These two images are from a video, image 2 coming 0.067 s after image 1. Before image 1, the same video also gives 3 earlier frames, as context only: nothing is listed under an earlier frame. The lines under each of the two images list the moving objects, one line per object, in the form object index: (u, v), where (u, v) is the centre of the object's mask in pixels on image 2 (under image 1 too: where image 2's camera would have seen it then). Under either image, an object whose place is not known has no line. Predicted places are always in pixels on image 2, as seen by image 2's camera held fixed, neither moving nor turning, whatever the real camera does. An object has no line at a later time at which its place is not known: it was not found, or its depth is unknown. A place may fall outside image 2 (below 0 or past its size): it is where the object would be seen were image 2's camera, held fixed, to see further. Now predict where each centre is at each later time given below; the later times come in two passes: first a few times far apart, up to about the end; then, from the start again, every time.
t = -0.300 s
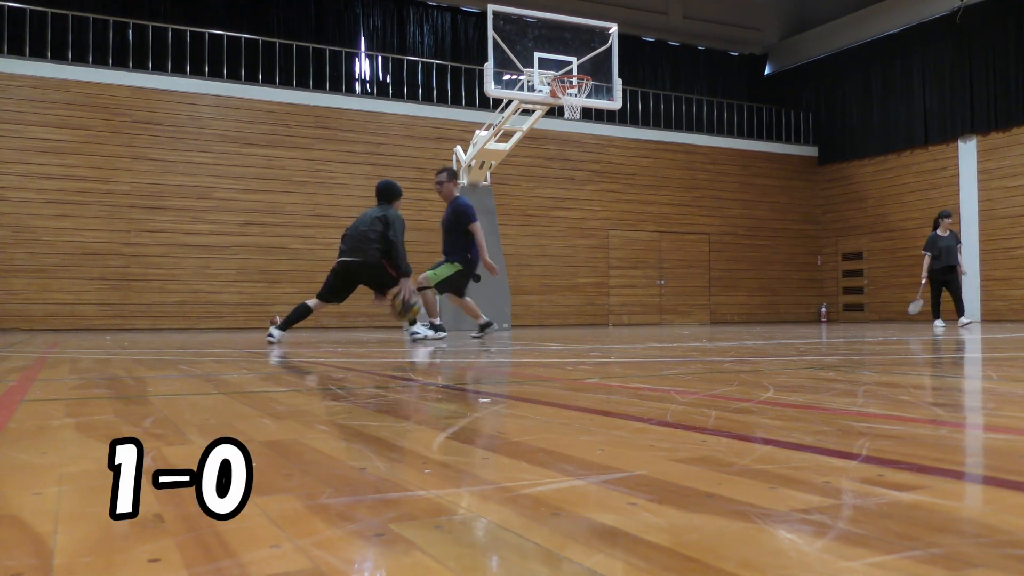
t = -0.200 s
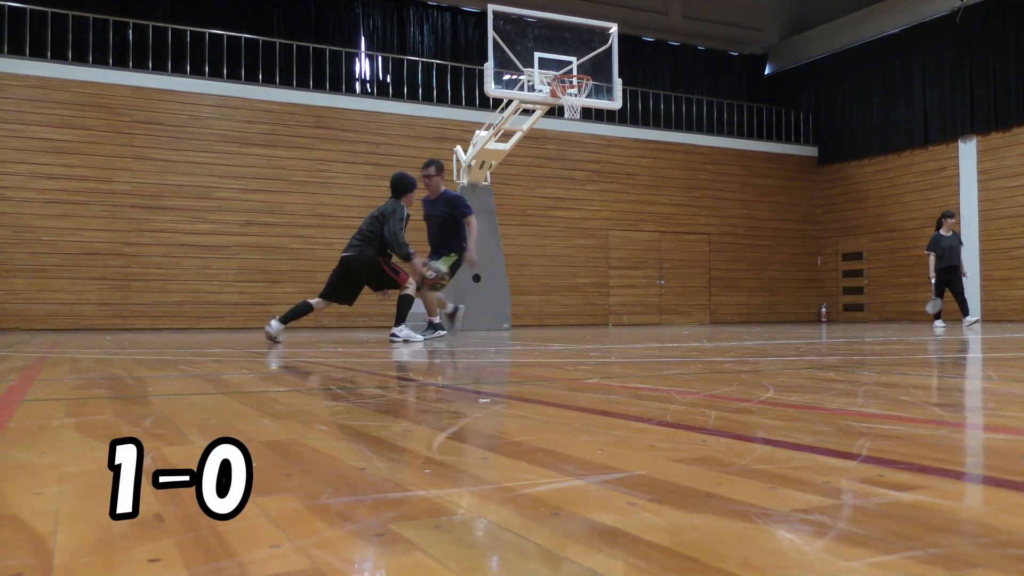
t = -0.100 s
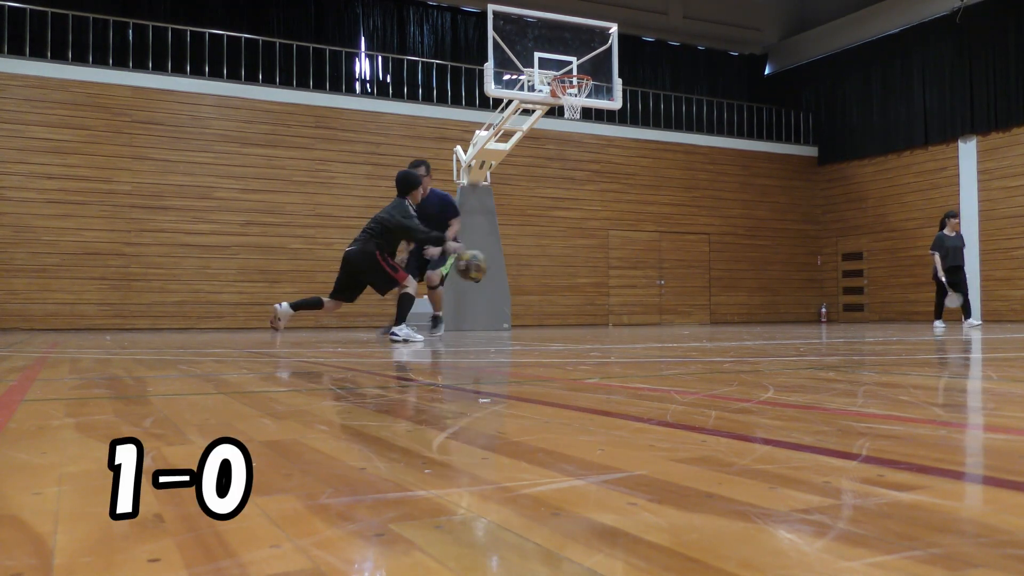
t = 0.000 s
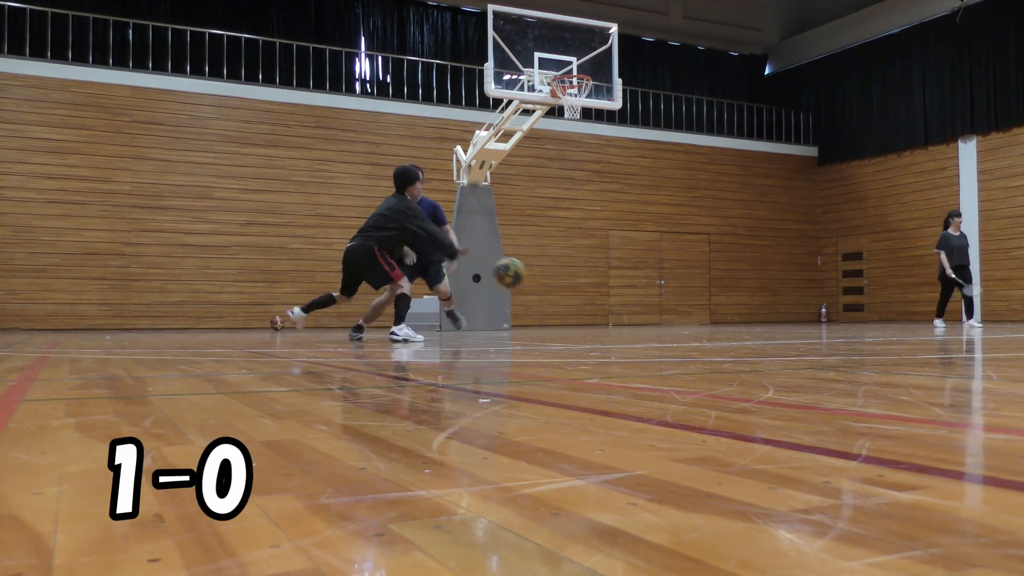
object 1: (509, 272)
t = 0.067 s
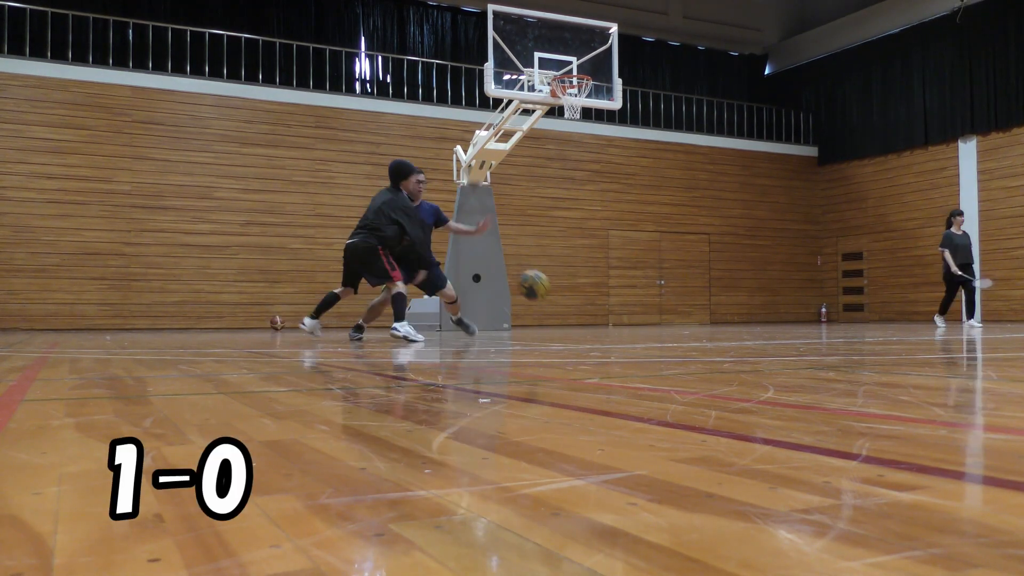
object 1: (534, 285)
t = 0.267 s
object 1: (597, 304)
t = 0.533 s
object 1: (654, 273)
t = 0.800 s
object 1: (710, 323)
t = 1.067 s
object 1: (767, 282)
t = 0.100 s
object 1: (546, 293)
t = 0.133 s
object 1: (558, 303)
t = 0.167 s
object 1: (570, 314)
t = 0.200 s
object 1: (582, 325)
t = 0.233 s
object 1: (589, 314)
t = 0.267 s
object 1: (597, 304)
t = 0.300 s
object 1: (604, 296)
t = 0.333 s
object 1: (612, 288)
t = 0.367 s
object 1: (619, 282)
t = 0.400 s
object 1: (626, 277)
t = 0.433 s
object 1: (633, 274)
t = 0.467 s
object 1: (641, 273)
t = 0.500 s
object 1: (648, 273)
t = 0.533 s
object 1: (654, 273)
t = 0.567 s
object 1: (662, 275)
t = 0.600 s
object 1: (669, 278)
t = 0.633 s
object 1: (676, 283)
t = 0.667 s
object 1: (683, 288)
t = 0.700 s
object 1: (690, 295)
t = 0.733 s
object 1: (696, 304)
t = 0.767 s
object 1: (703, 313)
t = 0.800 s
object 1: (710, 323)
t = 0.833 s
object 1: (718, 314)
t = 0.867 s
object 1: (725, 306)
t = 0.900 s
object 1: (731, 298)
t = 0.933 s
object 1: (739, 292)
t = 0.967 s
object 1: (746, 288)
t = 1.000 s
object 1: (753, 285)
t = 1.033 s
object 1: (760, 283)
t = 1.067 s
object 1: (767, 282)
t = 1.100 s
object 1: (774, 282)
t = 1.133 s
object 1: (782, 284)
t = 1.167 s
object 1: (788, 287)
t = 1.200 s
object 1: (795, 291)
